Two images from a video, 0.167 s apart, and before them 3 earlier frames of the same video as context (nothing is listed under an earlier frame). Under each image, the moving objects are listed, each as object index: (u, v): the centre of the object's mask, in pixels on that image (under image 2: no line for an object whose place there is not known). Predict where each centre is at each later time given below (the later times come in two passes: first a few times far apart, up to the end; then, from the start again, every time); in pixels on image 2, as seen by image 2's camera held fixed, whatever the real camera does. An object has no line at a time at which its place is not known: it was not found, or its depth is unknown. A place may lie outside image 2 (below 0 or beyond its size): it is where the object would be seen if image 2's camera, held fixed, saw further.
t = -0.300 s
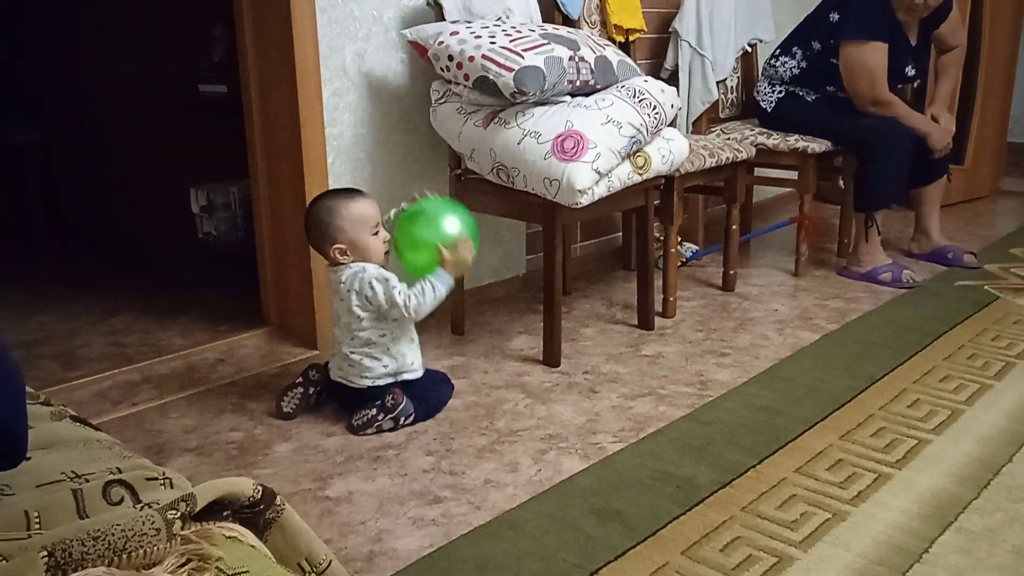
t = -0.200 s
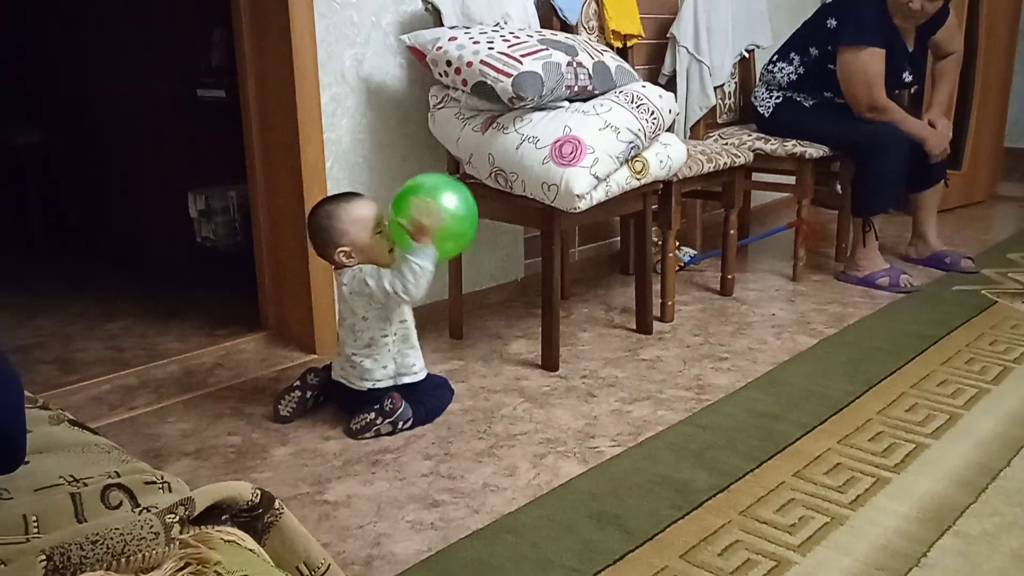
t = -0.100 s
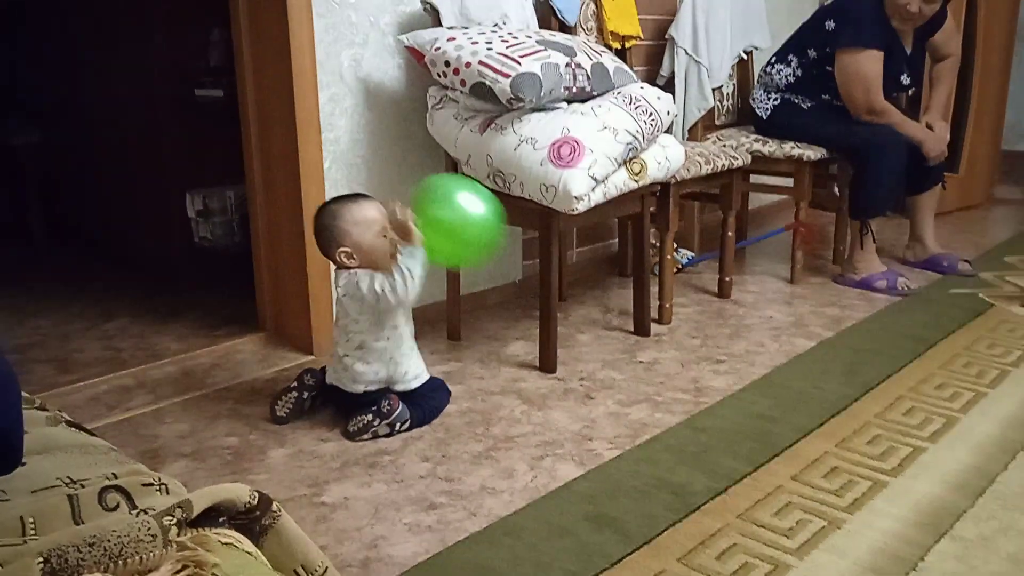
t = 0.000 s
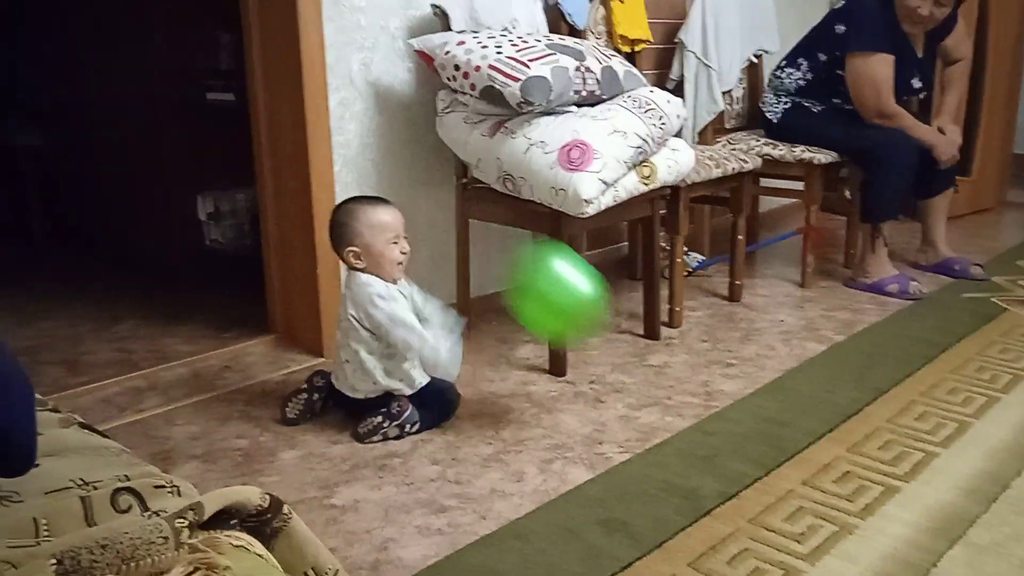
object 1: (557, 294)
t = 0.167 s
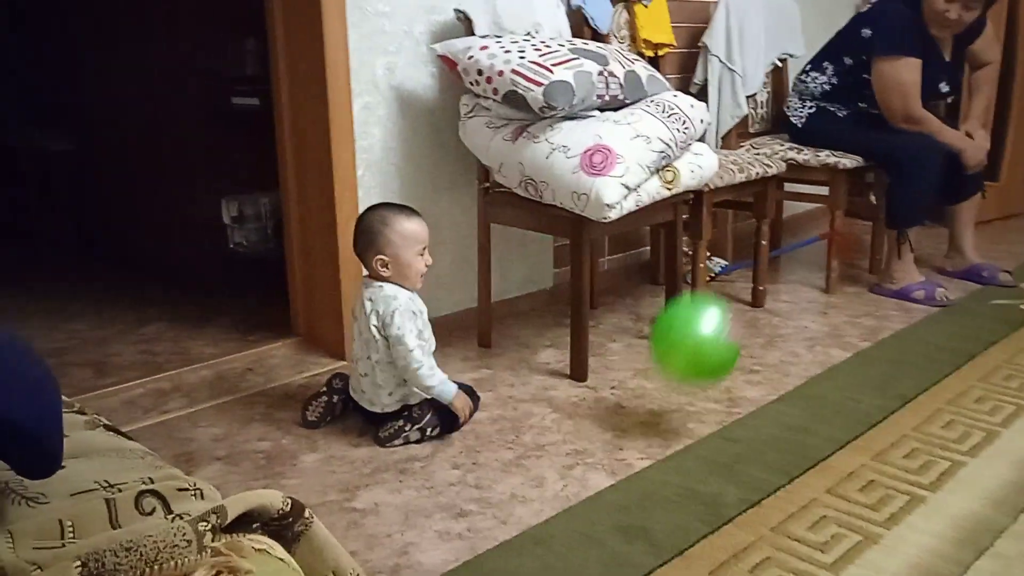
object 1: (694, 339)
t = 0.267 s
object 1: (719, 278)
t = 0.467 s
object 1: (767, 268)
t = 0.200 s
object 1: (701, 315)
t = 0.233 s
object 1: (711, 294)
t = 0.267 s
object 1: (719, 278)
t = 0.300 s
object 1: (728, 266)
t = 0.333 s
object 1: (735, 258)
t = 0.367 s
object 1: (743, 254)
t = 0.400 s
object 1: (750, 255)
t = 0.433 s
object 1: (758, 260)
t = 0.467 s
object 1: (767, 268)
